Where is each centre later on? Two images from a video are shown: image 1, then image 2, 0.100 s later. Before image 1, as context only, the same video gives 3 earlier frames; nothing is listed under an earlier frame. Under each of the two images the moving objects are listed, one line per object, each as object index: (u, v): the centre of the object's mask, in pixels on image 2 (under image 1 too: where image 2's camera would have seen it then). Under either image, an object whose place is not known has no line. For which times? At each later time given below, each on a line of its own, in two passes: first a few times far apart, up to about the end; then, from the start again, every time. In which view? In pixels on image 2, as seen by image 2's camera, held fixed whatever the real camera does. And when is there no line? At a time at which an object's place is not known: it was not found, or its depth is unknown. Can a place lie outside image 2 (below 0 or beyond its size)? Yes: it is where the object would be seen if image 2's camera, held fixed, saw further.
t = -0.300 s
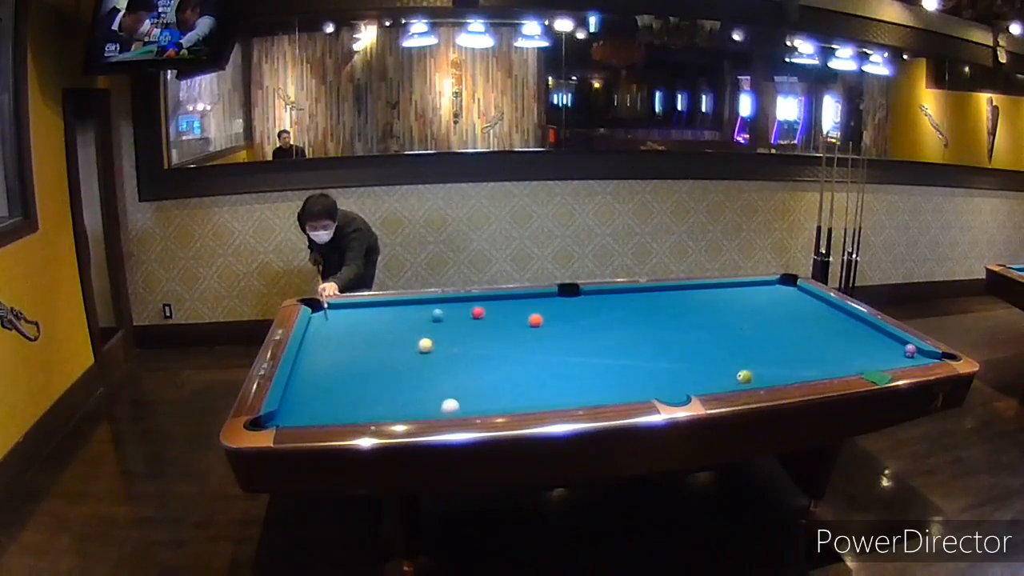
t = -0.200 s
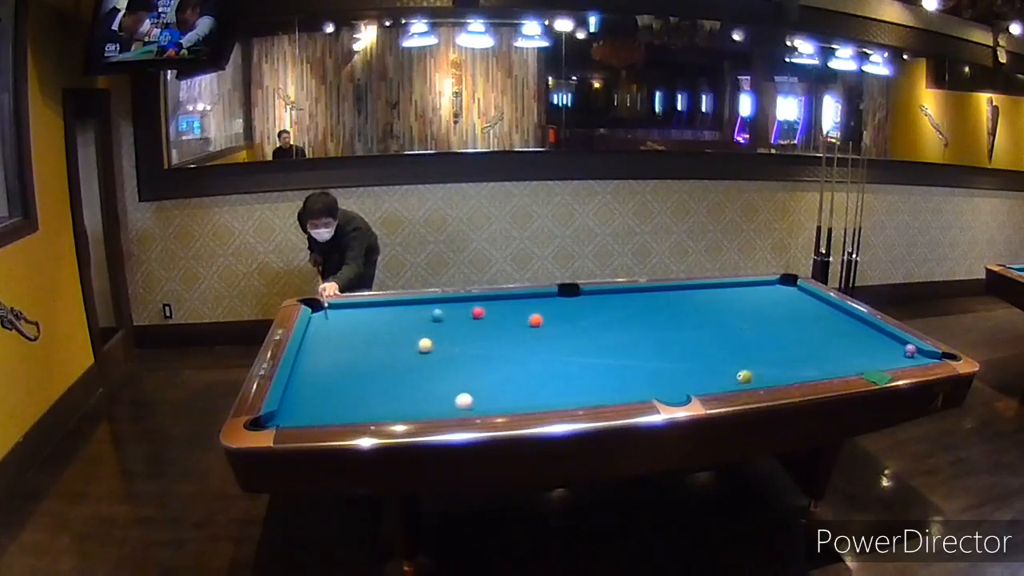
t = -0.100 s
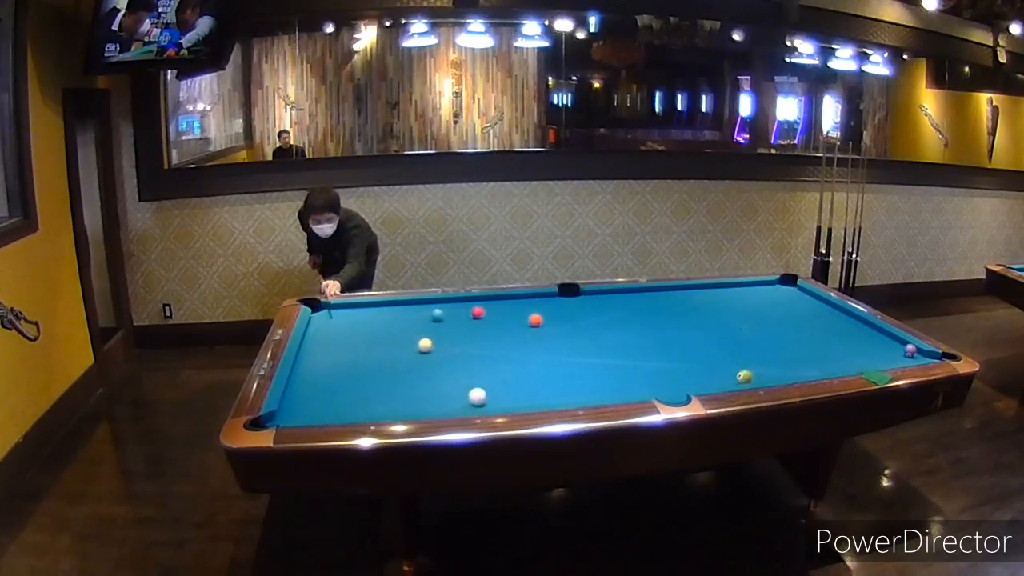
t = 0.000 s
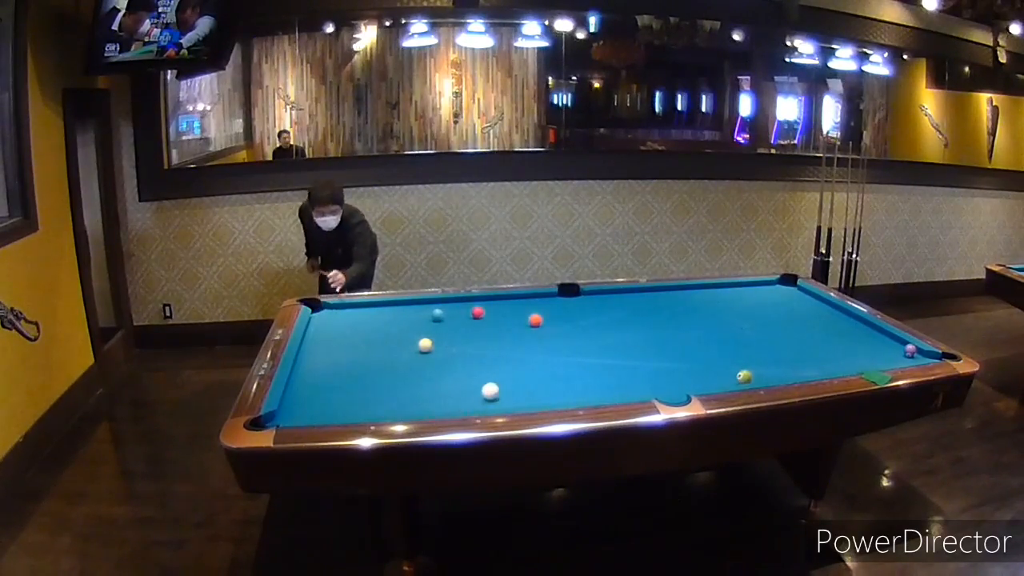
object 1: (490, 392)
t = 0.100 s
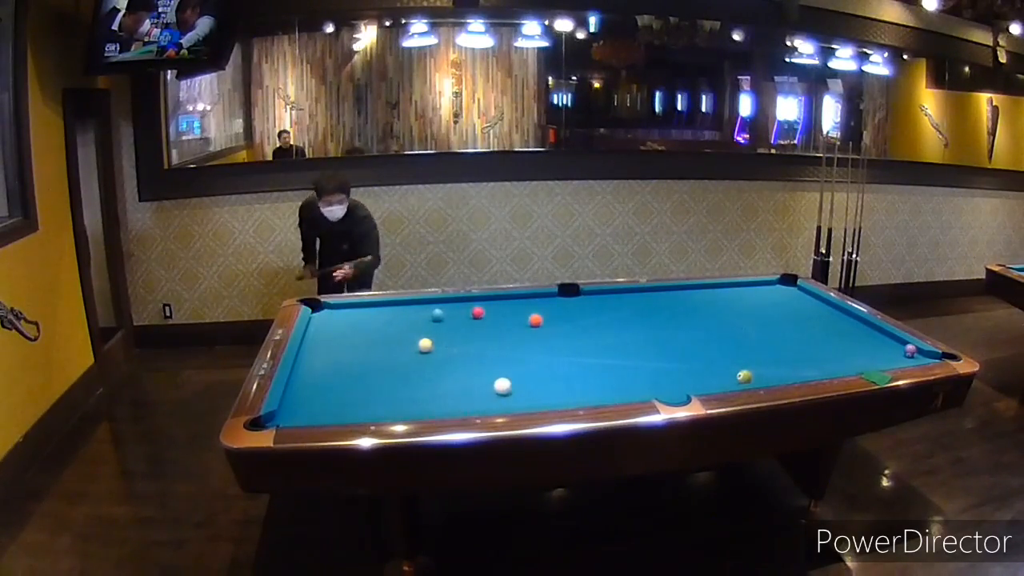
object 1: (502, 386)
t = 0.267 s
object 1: (522, 379)
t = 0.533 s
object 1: (549, 367)
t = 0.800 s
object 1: (574, 357)
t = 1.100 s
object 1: (599, 347)
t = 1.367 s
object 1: (618, 339)
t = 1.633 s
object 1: (636, 332)
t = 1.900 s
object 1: (651, 325)
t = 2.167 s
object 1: (664, 319)
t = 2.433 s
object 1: (676, 314)
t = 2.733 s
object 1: (688, 309)
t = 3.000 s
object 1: (698, 305)
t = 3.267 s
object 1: (706, 301)
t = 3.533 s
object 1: (713, 298)
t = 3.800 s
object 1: (719, 295)
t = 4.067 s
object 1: (725, 292)
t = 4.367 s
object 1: (730, 289)
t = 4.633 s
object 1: (734, 287)
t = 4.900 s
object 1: (737, 285)
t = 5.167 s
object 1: (740, 284)
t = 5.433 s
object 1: (744, 284)
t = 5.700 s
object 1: (746, 285)
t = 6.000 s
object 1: (748, 285)
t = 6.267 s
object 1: (748, 285)
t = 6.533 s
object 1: (748, 285)
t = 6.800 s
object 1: (748, 285)
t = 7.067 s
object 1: (748, 285)
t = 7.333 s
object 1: (748, 285)
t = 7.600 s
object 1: (748, 285)
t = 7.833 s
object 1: (748, 285)
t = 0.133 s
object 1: (506, 385)
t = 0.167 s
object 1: (510, 383)
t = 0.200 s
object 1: (514, 382)
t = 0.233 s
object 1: (518, 380)
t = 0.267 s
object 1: (522, 379)
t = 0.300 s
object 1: (525, 377)
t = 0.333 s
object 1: (529, 376)
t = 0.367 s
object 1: (532, 374)
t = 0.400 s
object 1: (536, 373)
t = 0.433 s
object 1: (539, 371)
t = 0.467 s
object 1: (542, 370)
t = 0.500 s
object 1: (546, 369)
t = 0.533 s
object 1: (549, 367)
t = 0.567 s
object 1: (553, 366)
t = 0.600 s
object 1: (556, 364)
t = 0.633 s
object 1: (559, 363)
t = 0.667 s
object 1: (562, 362)
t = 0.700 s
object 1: (565, 361)
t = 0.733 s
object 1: (568, 360)
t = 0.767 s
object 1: (571, 358)
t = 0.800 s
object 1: (574, 357)
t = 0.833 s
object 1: (577, 356)
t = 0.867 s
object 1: (580, 355)
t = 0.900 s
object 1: (583, 354)
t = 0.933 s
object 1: (586, 352)
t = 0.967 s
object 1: (588, 351)
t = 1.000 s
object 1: (591, 350)
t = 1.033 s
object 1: (594, 349)
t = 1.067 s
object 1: (596, 348)
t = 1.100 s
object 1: (599, 347)
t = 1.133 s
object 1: (602, 346)
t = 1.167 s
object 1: (604, 345)
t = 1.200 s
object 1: (607, 344)
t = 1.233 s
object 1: (609, 343)
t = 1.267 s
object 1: (611, 342)
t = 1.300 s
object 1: (613, 341)
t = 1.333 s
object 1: (616, 340)
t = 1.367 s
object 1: (618, 339)
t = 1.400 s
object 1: (621, 338)
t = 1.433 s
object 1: (623, 337)
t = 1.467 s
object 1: (625, 336)
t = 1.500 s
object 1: (627, 335)
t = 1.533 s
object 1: (629, 335)
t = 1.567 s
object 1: (631, 334)
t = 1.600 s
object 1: (633, 333)
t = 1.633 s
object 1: (636, 332)
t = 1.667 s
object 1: (637, 331)
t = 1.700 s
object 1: (639, 330)
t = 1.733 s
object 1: (641, 329)
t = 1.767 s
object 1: (643, 328)
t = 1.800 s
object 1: (645, 328)
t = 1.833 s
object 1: (647, 327)
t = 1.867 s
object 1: (649, 326)
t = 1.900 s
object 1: (651, 325)
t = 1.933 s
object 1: (653, 325)
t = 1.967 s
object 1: (654, 324)
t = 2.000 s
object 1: (656, 323)
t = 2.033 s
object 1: (658, 322)
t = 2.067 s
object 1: (659, 322)
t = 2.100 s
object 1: (661, 321)
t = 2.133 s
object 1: (663, 320)
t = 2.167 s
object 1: (664, 319)
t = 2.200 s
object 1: (666, 319)
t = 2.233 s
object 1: (668, 318)
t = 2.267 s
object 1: (669, 317)
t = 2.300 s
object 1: (671, 317)
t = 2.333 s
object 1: (672, 316)
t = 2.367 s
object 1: (673, 316)
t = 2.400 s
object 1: (675, 315)
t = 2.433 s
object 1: (676, 314)
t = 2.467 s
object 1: (678, 314)
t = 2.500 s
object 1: (679, 313)
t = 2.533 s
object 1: (681, 312)
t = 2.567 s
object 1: (682, 312)
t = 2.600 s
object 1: (683, 311)
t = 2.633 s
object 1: (685, 311)
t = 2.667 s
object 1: (686, 310)
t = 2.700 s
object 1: (687, 310)
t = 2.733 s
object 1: (688, 309)
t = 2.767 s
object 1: (689, 308)
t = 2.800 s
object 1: (691, 308)
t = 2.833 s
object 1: (692, 307)
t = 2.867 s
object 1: (693, 307)
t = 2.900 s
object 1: (694, 306)
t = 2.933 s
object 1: (695, 306)
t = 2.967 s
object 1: (697, 305)
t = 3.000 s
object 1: (698, 305)
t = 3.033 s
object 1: (698, 304)
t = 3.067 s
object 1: (700, 304)
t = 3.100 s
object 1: (701, 303)
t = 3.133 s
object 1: (702, 303)
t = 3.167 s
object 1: (703, 303)
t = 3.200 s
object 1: (704, 302)
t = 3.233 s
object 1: (705, 302)
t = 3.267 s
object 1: (706, 301)
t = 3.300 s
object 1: (707, 301)
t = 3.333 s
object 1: (708, 300)
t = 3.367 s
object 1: (709, 300)
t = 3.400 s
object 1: (710, 299)
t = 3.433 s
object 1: (710, 299)
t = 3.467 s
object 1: (711, 299)
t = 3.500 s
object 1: (712, 298)
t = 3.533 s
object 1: (713, 298)
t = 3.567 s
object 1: (714, 298)
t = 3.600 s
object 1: (715, 297)
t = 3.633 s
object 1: (715, 297)
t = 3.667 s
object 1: (716, 296)
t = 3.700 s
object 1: (717, 296)
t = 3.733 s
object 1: (718, 295)
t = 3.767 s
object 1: (718, 295)
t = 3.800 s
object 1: (719, 295)
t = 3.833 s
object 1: (720, 294)
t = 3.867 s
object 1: (721, 294)
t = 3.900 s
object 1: (721, 294)
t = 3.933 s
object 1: (722, 293)
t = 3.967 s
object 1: (723, 293)
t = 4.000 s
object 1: (723, 292)
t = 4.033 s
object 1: (724, 292)
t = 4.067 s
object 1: (725, 292)
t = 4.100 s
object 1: (725, 292)
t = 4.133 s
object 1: (726, 291)
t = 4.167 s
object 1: (726, 291)
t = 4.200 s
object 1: (727, 291)
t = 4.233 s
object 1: (728, 290)
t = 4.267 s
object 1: (728, 290)
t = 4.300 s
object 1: (729, 290)
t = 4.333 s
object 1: (730, 290)
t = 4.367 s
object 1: (730, 289)
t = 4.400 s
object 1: (731, 289)
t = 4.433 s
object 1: (731, 288)
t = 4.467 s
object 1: (732, 288)
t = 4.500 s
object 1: (732, 288)
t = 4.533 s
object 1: (732, 288)
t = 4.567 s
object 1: (733, 288)
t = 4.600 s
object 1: (733, 287)
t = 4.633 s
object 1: (734, 287)
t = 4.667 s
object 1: (734, 287)
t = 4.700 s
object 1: (734, 286)
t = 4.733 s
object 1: (735, 286)
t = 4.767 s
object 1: (735, 286)
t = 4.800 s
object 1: (736, 285)
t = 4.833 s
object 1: (736, 285)
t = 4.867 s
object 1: (736, 285)
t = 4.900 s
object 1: (737, 285)
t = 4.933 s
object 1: (737, 284)
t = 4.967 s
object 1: (737, 284)
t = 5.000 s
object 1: (738, 284)
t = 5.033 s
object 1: (738, 284)
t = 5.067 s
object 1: (739, 284)
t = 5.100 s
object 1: (739, 284)
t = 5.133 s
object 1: (740, 284)
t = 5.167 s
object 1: (740, 284)
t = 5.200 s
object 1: (741, 284)
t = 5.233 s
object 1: (741, 284)
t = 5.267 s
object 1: (742, 284)
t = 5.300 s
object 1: (742, 284)
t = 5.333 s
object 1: (743, 284)
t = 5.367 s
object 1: (743, 284)
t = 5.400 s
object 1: (744, 284)
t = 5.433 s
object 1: (744, 284)
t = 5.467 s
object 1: (744, 285)
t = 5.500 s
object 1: (744, 285)
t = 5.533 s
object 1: (745, 285)
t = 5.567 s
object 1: (745, 285)
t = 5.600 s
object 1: (746, 285)
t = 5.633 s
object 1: (746, 285)
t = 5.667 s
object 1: (746, 285)
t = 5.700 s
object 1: (746, 285)
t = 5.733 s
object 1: (747, 285)
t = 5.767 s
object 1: (747, 285)
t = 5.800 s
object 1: (747, 285)
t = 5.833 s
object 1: (747, 285)
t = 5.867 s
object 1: (747, 285)
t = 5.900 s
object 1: (748, 285)
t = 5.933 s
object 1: (748, 285)
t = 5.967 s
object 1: (748, 285)
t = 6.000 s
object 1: (748, 285)
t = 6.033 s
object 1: (748, 285)
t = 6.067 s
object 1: (748, 285)
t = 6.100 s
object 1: (748, 285)
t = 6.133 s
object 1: (748, 285)
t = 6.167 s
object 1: (748, 285)
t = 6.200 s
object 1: (748, 285)
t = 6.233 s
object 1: (748, 285)
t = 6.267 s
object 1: (748, 285)
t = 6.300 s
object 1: (748, 285)
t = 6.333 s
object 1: (748, 285)
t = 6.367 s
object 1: (748, 285)
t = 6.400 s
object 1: (748, 285)
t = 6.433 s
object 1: (748, 285)
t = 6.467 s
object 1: (748, 285)
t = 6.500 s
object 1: (748, 285)
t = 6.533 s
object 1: (748, 285)
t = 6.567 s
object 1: (748, 285)
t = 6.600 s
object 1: (748, 285)
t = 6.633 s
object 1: (748, 285)
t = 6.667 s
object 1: (748, 285)
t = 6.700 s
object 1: (748, 285)
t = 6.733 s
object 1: (748, 285)
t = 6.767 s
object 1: (748, 285)
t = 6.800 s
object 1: (748, 285)
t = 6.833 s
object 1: (748, 285)
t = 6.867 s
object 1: (748, 285)
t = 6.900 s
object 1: (748, 285)
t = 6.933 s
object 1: (748, 285)
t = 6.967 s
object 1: (748, 285)
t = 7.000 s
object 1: (748, 285)
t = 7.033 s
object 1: (748, 285)
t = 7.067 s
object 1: (748, 285)
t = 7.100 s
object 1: (748, 285)
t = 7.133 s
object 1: (748, 285)
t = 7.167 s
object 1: (748, 285)
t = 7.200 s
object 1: (748, 285)
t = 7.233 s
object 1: (748, 285)
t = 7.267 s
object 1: (748, 285)
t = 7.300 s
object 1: (748, 285)
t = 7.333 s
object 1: (748, 285)
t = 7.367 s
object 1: (748, 285)
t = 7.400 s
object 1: (748, 285)
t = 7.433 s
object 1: (748, 285)
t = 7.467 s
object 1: (748, 285)
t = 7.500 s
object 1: (748, 285)
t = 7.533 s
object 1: (748, 285)
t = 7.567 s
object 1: (748, 285)
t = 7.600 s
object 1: (748, 285)
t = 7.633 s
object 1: (748, 285)
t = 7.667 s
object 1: (748, 285)
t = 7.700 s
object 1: (748, 285)
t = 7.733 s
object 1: (748, 285)
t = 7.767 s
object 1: (748, 285)
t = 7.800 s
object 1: (748, 285)
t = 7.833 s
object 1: (748, 285)
